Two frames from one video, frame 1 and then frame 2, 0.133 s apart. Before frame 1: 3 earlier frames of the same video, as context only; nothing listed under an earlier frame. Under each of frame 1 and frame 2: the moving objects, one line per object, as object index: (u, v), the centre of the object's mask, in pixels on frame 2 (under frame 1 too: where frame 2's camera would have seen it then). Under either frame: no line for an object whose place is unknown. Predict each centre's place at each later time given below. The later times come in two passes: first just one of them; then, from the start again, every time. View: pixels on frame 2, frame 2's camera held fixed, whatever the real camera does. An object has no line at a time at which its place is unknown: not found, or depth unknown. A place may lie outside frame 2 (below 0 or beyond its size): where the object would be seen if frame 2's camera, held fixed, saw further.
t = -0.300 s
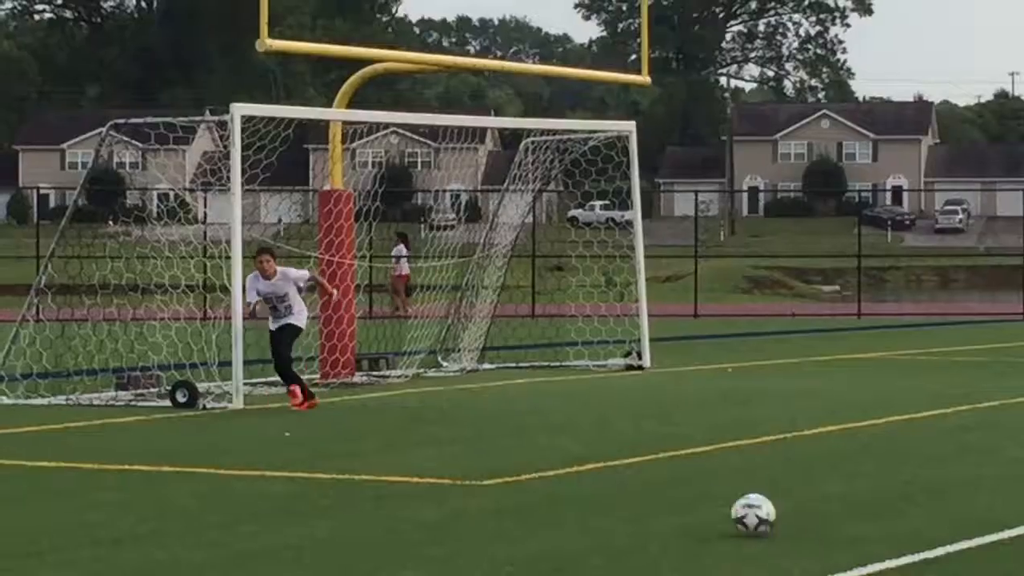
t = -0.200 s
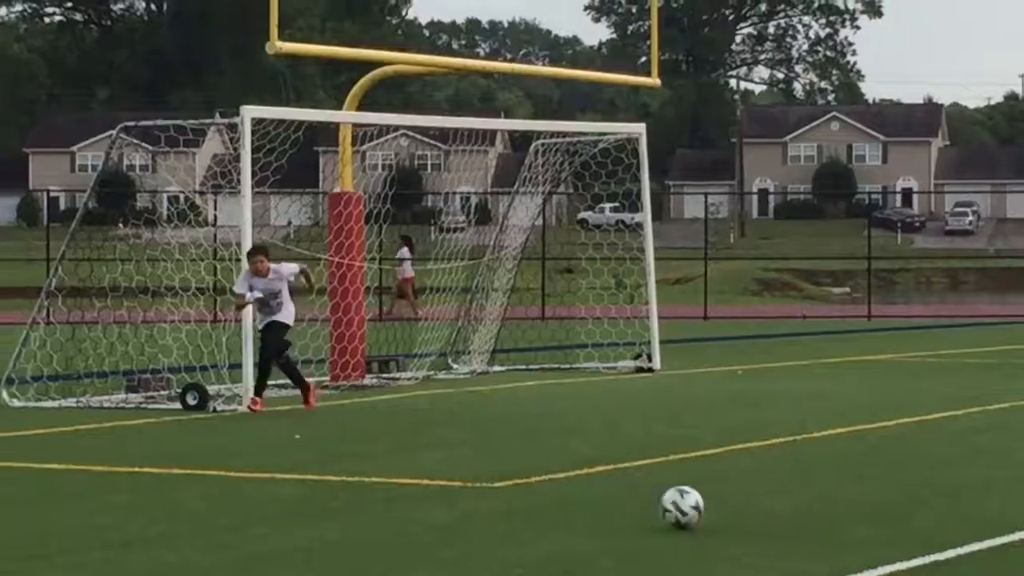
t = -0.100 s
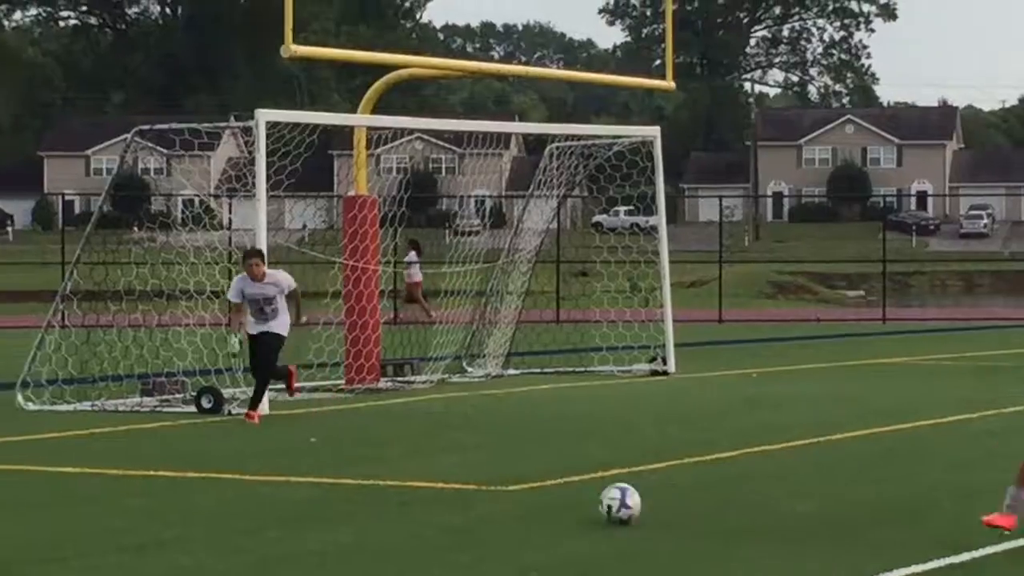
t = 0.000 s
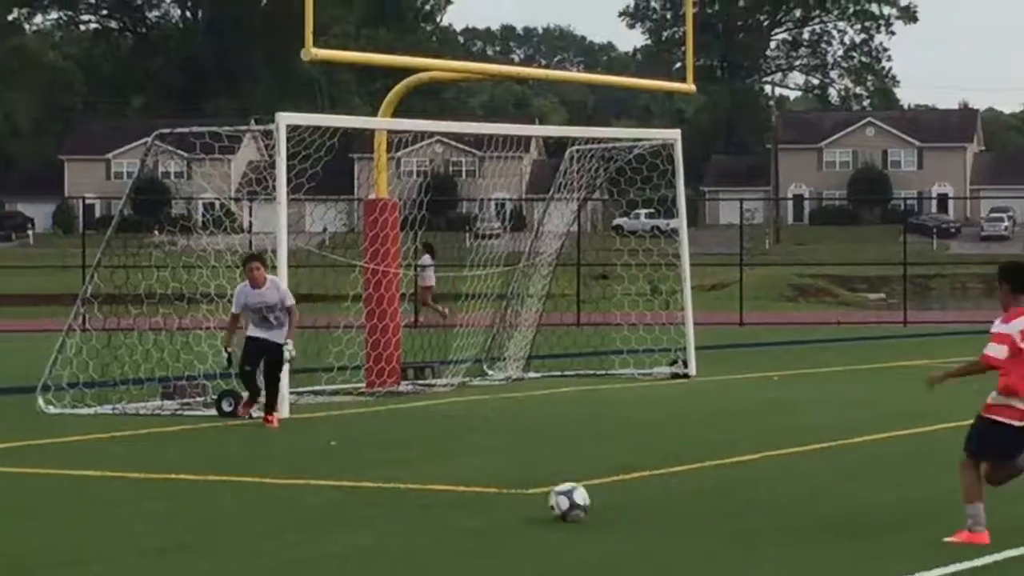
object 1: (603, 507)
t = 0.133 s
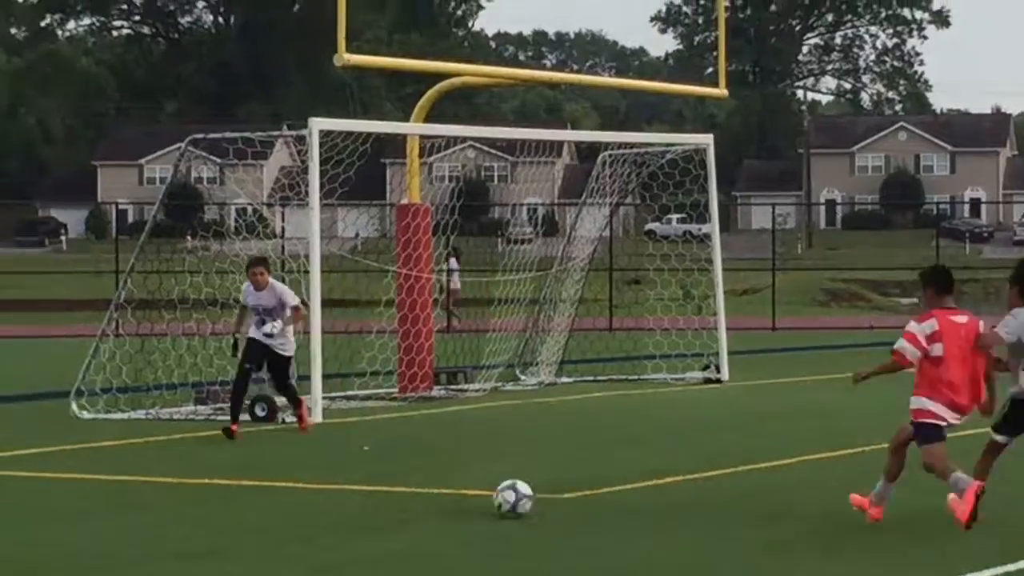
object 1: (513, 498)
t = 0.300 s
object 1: (412, 488)
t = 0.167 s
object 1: (493, 496)
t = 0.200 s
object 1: (471, 494)
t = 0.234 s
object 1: (450, 493)
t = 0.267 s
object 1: (431, 491)
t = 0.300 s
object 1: (412, 488)
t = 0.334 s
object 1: (393, 487)
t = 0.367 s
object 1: (373, 486)
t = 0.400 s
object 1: (355, 483)
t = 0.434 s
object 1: (338, 482)
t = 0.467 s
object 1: (320, 482)
